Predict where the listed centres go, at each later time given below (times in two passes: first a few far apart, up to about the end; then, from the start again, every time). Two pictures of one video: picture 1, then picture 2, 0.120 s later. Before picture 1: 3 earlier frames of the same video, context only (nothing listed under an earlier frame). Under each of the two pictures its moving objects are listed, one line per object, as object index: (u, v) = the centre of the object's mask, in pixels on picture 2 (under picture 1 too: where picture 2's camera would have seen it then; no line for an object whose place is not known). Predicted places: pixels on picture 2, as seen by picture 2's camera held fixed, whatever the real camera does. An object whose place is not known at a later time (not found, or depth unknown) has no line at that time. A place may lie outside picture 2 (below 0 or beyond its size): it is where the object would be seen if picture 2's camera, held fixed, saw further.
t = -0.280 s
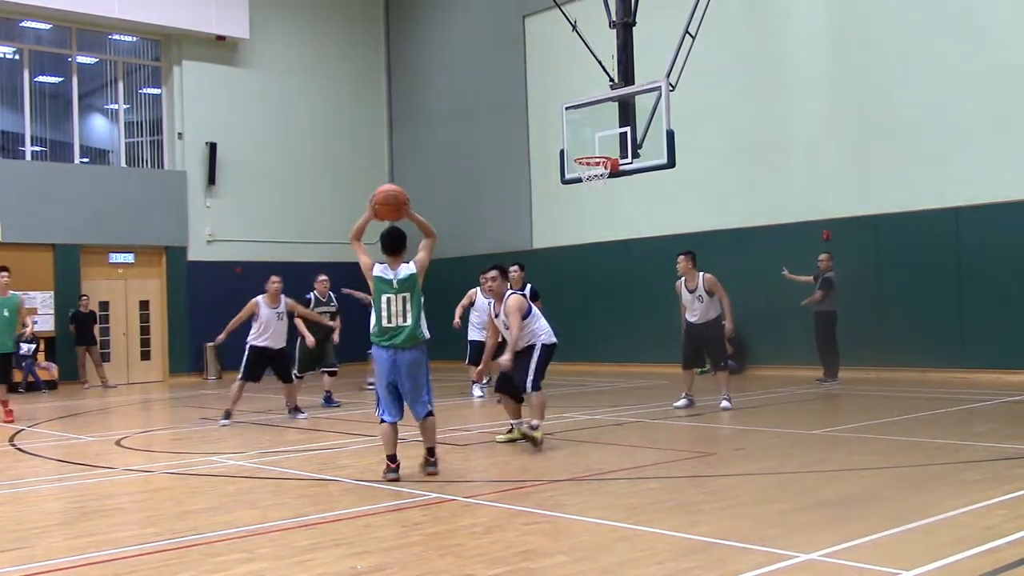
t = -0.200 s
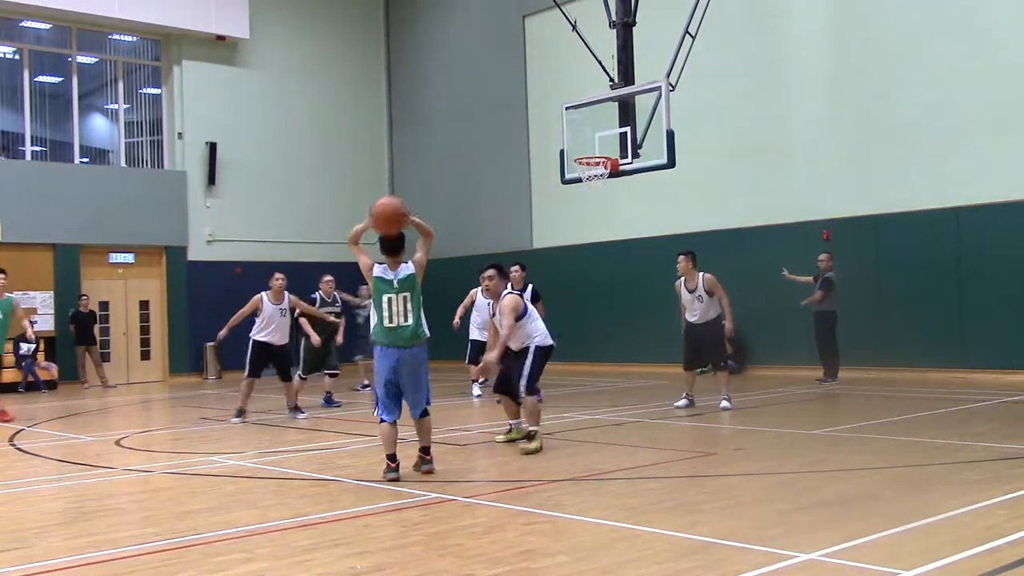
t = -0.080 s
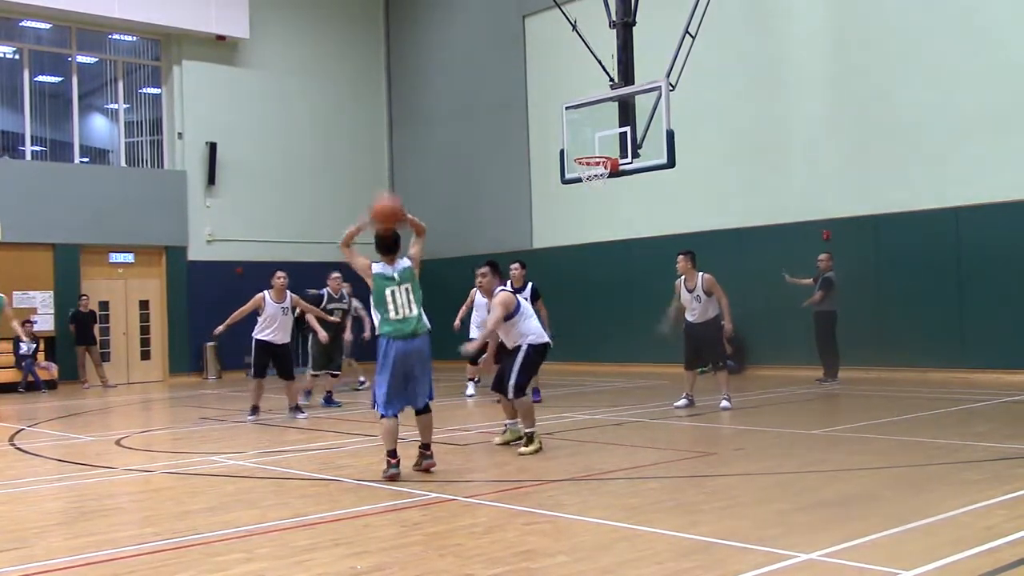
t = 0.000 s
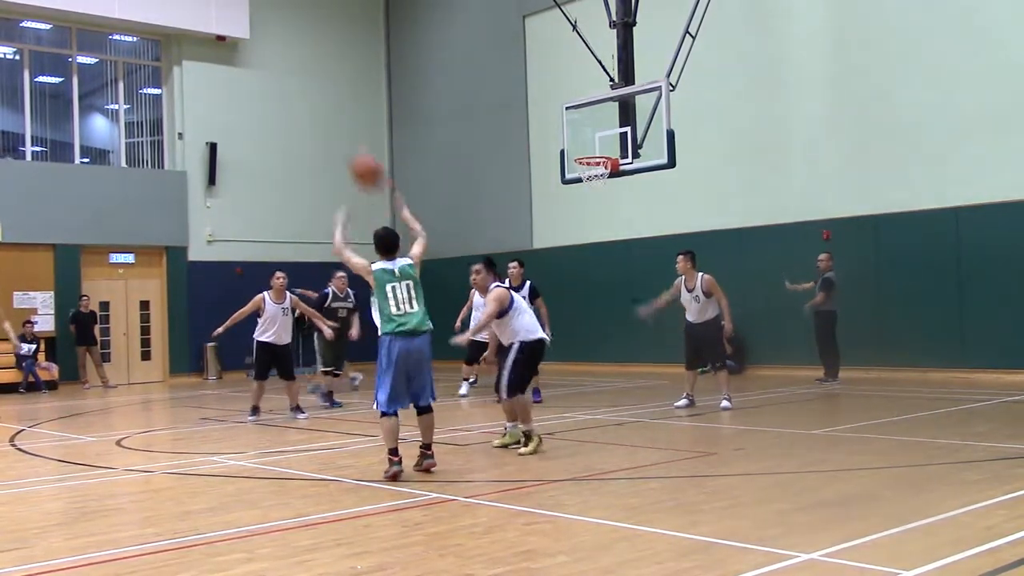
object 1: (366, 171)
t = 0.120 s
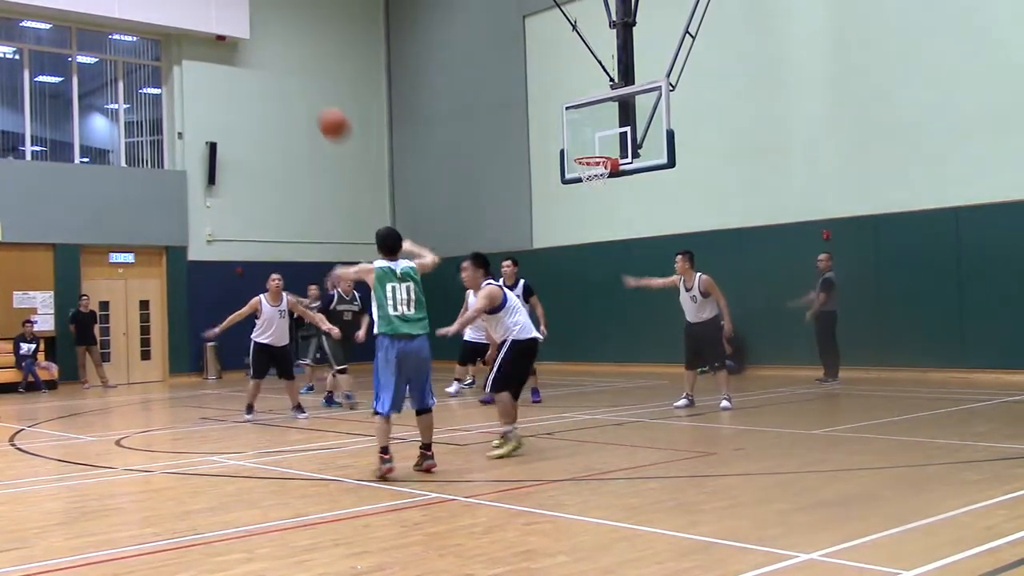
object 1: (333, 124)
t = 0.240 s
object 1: (306, 101)
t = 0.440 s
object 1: (271, 102)
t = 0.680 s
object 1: (239, 147)
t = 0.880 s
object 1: (217, 210)
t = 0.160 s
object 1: (323, 115)
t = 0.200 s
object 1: (313, 107)
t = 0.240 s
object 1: (306, 101)
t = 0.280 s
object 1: (298, 98)
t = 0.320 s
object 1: (291, 97)
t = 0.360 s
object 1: (284, 97)
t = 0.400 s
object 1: (278, 99)
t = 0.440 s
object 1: (271, 102)
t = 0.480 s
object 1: (265, 106)
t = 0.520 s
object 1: (259, 113)
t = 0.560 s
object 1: (254, 119)
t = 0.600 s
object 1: (249, 127)
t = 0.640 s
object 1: (244, 136)
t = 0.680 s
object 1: (239, 147)
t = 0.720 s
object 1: (234, 158)
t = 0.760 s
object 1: (230, 169)
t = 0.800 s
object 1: (226, 182)
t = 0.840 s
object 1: (221, 196)
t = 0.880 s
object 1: (217, 210)
